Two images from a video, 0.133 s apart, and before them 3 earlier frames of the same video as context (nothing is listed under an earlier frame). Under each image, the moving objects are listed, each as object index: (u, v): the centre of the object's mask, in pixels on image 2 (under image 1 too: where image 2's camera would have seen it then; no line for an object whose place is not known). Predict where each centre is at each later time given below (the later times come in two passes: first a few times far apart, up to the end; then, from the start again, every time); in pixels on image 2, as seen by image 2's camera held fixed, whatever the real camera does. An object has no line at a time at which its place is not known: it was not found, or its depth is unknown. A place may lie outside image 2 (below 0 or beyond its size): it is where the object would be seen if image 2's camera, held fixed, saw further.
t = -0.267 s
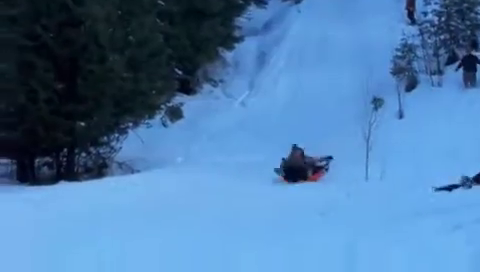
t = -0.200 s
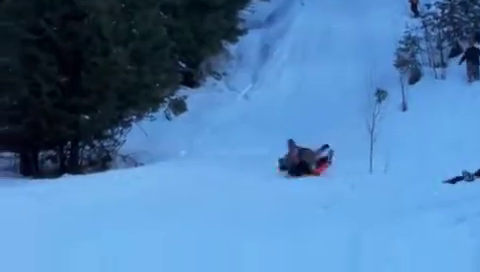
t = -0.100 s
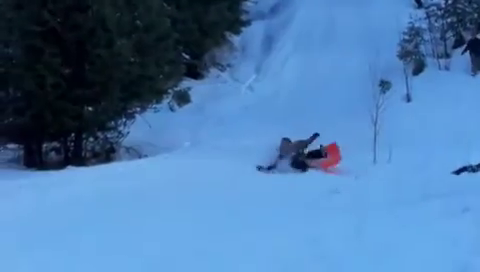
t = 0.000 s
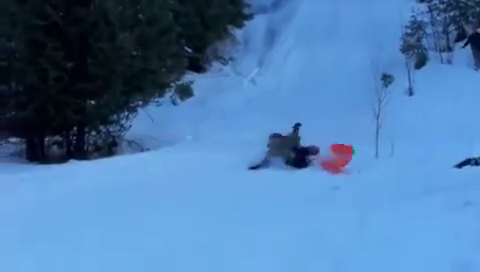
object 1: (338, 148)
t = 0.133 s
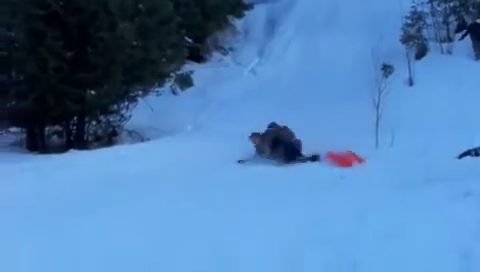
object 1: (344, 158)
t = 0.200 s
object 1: (339, 160)
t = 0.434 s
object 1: (348, 168)
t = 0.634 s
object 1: (363, 170)
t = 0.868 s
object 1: (381, 176)
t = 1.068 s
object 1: (390, 162)
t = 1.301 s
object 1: (404, 173)
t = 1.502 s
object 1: (398, 180)
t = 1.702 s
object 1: (391, 193)
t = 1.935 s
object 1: (357, 190)
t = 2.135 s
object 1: (337, 204)
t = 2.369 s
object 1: (319, 215)
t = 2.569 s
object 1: (337, 227)
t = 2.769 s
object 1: (361, 244)
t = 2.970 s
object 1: (380, 252)
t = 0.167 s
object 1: (343, 160)
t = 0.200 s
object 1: (339, 160)
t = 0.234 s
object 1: (342, 161)
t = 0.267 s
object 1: (344, 163)
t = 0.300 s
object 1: (345, 164)
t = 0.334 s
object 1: (345, 164)
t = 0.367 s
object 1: (345, 165)
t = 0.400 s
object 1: (346, 166)
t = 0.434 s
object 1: (348, 168)
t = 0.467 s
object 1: (351, 168)
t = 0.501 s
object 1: (354, 168)
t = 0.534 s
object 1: (356, 169)
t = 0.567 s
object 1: (357, 169)
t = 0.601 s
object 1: (360, 170)
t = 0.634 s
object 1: (363, 170)
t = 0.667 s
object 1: (366, 169)
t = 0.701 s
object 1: (368, 170)
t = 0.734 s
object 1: (370, 174)
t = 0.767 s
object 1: (372, 176)
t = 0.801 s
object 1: (373, 178)
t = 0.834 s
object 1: (377, 179)
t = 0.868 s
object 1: (381, 176)
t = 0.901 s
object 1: (382, 172)
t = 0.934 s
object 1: (383, 170)
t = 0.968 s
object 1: (385, 167)
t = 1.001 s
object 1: (387, 165)
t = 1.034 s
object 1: (389, 162)
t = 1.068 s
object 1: (390, 162)
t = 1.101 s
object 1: (392, 162)
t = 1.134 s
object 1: (394, 162)
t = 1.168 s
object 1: (396, 164)
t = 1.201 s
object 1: (398, 164)
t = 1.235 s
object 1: (400, 166)
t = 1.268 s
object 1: (402, 169)
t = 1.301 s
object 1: (404, 173)
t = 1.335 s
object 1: (405, 178)
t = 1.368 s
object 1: (406, 181)
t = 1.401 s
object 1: (405, 180)
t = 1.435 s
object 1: (403, 180)
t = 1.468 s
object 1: (401, 179)
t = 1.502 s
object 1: (398, 180)
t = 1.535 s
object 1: (395, 179)
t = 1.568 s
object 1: (392, 180)
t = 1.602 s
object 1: (390, 182)
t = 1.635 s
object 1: (388, 185)
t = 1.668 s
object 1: (390, 189)
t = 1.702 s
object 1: (391, 193)
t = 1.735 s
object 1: (392, 197)
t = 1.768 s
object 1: (385, 197)
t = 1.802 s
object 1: (377, 196)
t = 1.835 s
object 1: (374, 195)
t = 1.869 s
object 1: (365, 193)
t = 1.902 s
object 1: (360, 192)
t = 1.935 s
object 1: (357, 190)
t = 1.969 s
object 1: (355, 191)
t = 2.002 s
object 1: (357, 195)
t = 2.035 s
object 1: (348, 195)
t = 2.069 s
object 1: (342, 197)
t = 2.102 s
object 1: (339, 200)
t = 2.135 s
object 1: (337, 204)
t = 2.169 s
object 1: (340, 208)
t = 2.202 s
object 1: (335, 211)
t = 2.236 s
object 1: (324, 214)
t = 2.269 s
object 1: (323, 217)
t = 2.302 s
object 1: (321, 217)
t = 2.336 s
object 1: (319, 217)
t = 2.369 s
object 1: (319, 215)
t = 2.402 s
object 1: (321, 216)
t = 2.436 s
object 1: (323, 216)
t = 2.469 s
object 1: (325, 218)
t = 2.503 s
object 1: (328, 220)
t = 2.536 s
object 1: (332, 223)
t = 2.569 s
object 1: (337, 227)
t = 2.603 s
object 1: (340, 231)
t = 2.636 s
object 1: (344, 235)
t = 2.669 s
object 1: (349, 238)
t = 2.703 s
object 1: (353, 240)
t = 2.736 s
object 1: (356, 243)
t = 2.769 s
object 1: (361, 244)
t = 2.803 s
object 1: (364, 246)
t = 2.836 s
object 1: (368, 247)
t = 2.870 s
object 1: (371, 249)
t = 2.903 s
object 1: (374, 250)
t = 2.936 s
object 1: (377, 251)
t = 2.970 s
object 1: (380, 252)
